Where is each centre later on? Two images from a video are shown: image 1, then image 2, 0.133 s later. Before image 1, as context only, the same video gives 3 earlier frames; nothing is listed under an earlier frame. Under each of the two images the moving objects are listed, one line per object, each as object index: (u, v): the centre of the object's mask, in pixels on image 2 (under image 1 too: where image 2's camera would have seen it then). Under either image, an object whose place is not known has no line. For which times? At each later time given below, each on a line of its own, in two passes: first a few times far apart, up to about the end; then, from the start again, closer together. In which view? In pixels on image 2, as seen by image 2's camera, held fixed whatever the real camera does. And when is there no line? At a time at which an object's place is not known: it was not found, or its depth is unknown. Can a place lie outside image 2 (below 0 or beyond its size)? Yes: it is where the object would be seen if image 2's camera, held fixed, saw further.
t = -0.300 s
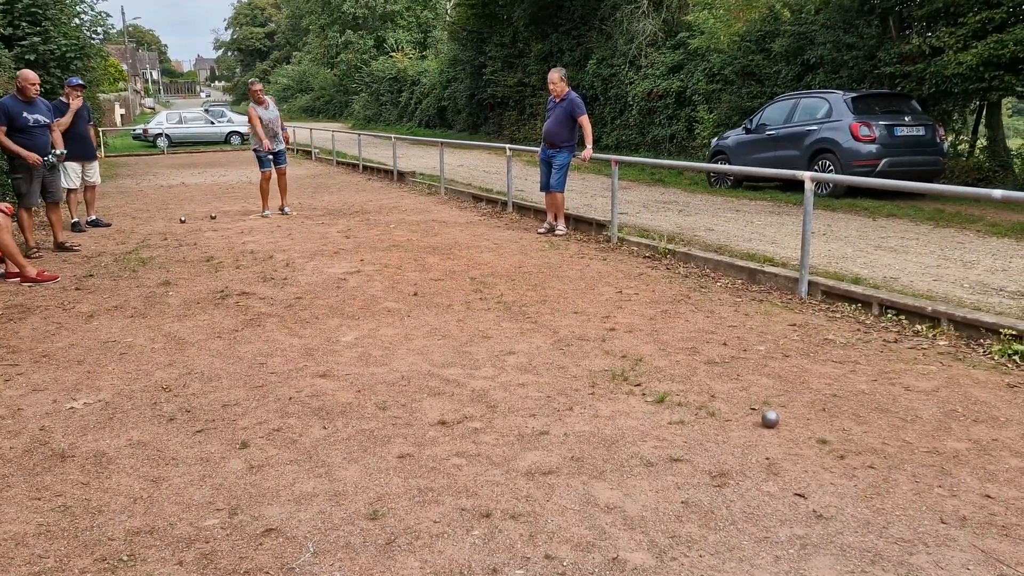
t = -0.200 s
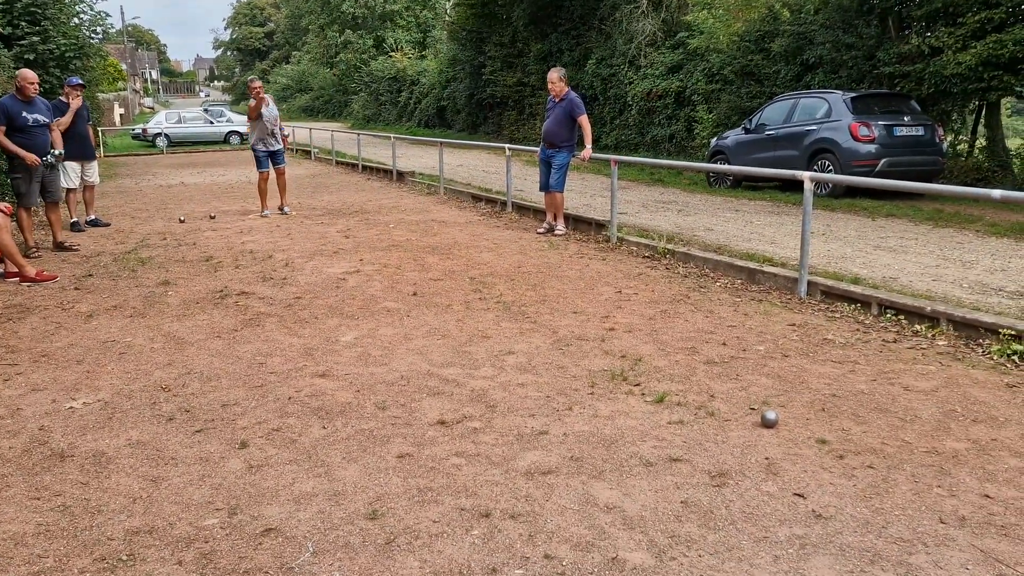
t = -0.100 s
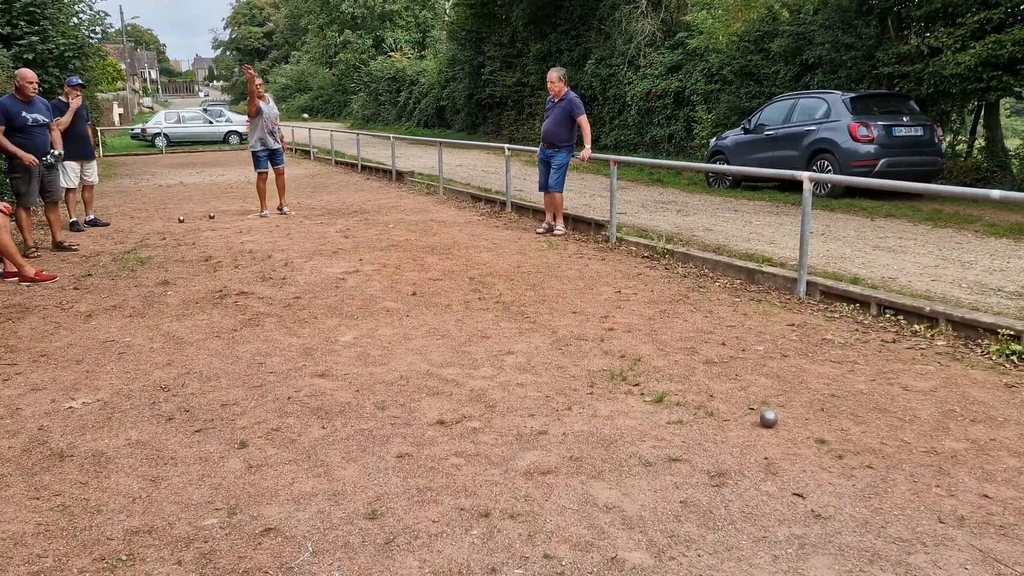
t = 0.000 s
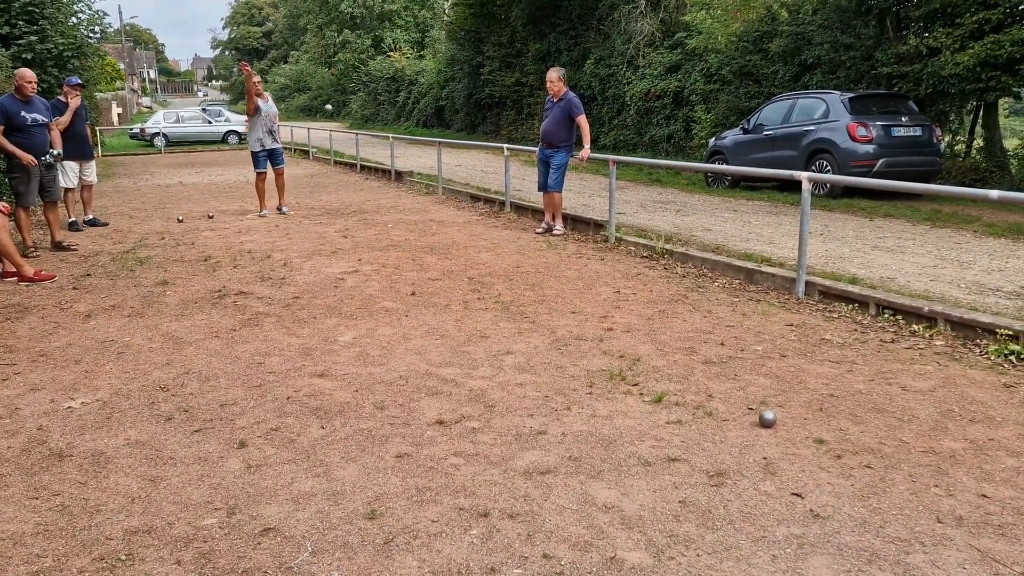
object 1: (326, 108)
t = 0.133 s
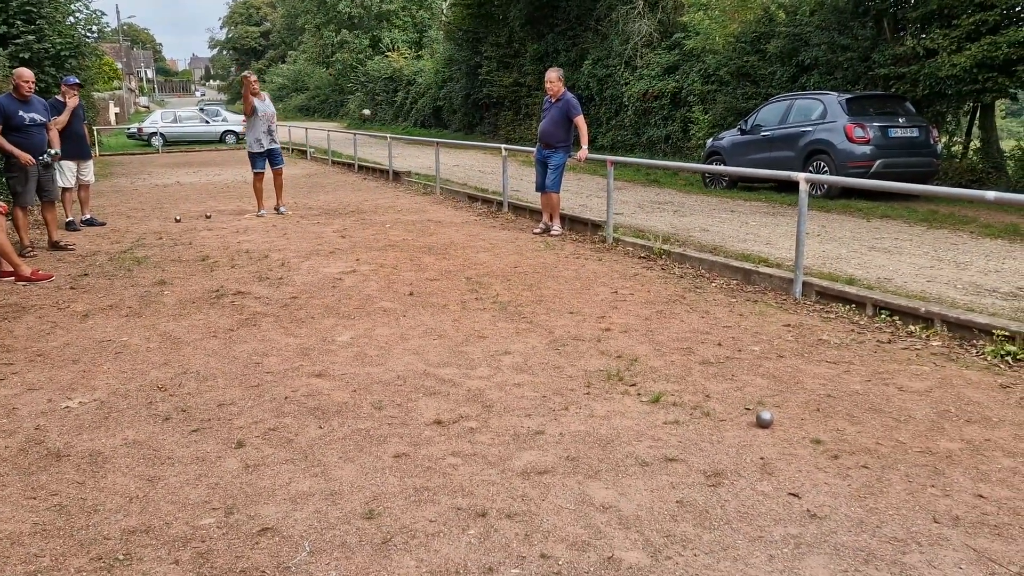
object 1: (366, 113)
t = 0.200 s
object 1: (390, 124)
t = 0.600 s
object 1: (606, 347)
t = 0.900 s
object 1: (783, 414)
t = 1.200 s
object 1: (1034, 499)
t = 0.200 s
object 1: (390, 124)
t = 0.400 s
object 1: (484, 211)
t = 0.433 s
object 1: (503, 235)
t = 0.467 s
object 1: (524, 263)
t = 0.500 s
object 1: (546, 294)
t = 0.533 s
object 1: (570, 329)
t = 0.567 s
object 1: (590, 345)
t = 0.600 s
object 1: (606, 347)
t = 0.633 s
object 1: (624, 351)
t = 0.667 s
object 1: (642, 358)
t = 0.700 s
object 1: (661, 367)
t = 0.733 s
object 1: (681, 379)
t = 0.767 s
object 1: (700, 385)
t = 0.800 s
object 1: (720, 392)
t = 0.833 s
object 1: (740, 399)
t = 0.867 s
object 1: (761, 405)
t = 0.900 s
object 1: (783, 414)
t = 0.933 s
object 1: (806, 423)
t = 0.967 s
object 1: (830, 430)
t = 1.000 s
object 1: (855, 439)
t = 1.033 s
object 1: (880, 449)
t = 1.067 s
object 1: (908, 458)
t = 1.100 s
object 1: (938, 467)
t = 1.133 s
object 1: (968, 480)
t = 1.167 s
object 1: (1001, 488)
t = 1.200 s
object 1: (1034, 499)
